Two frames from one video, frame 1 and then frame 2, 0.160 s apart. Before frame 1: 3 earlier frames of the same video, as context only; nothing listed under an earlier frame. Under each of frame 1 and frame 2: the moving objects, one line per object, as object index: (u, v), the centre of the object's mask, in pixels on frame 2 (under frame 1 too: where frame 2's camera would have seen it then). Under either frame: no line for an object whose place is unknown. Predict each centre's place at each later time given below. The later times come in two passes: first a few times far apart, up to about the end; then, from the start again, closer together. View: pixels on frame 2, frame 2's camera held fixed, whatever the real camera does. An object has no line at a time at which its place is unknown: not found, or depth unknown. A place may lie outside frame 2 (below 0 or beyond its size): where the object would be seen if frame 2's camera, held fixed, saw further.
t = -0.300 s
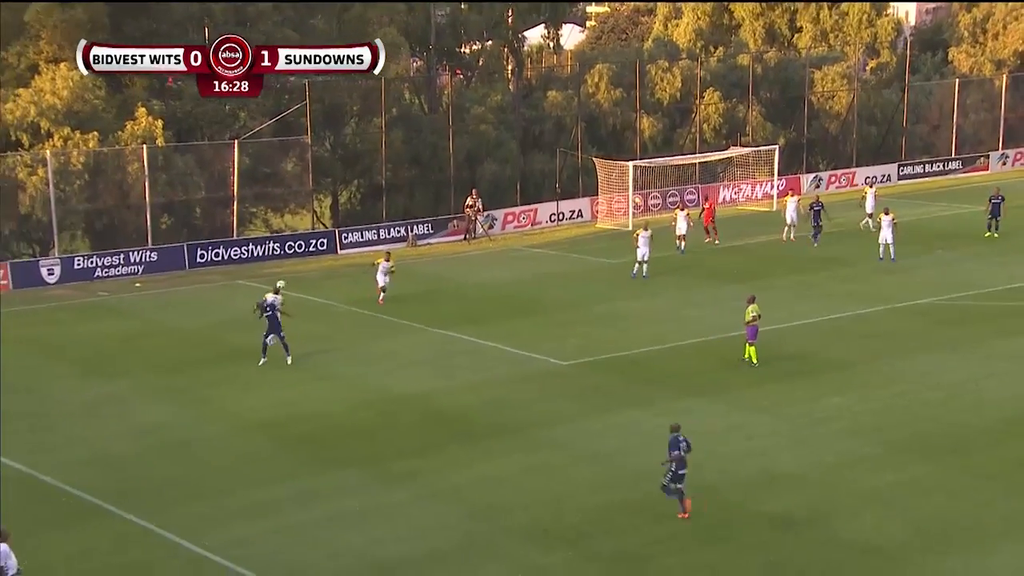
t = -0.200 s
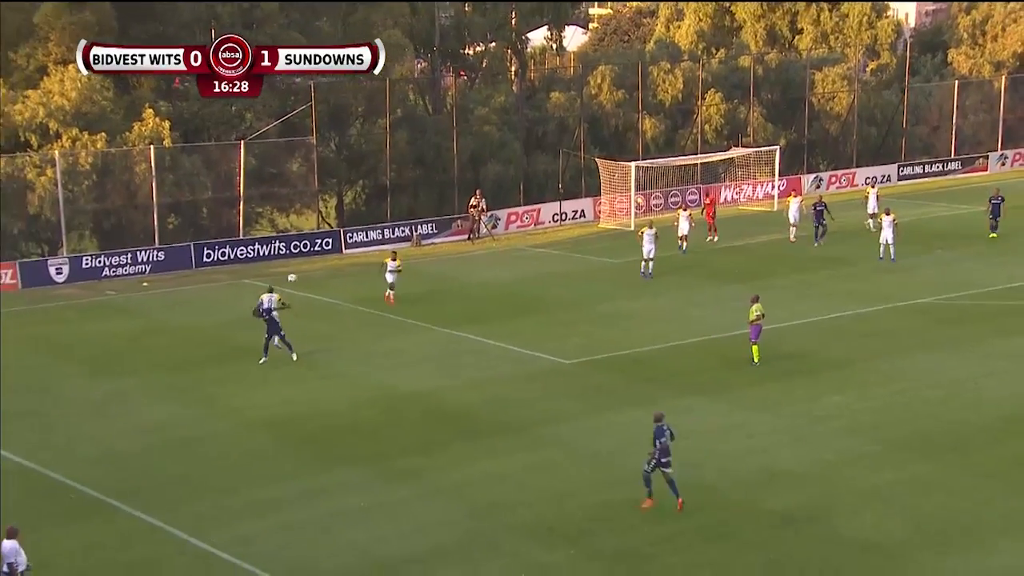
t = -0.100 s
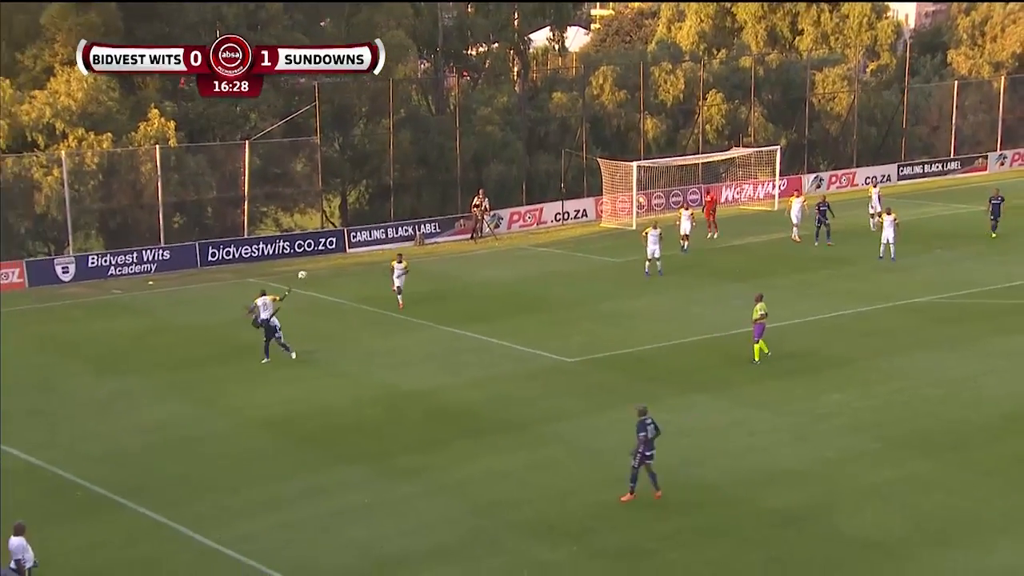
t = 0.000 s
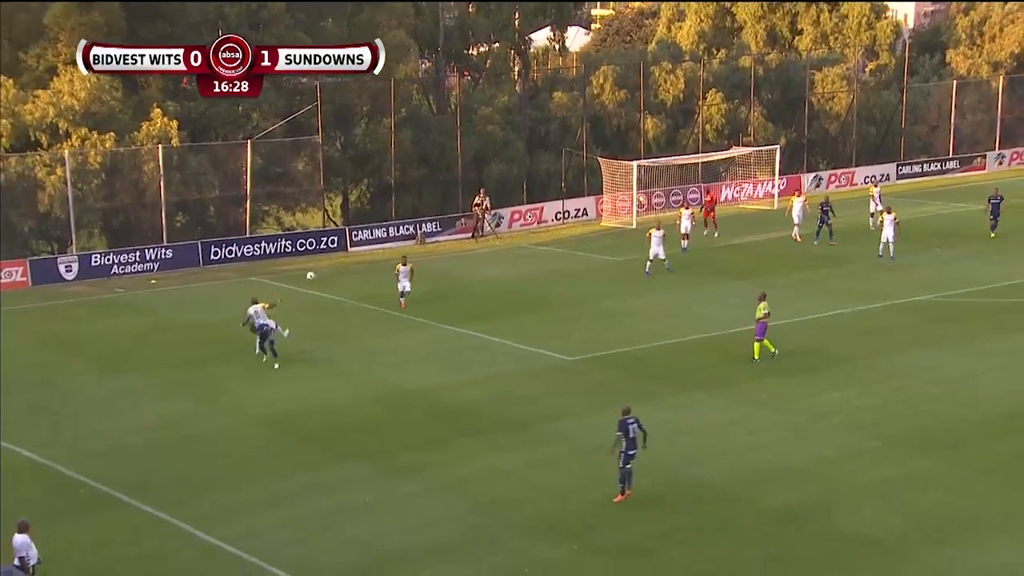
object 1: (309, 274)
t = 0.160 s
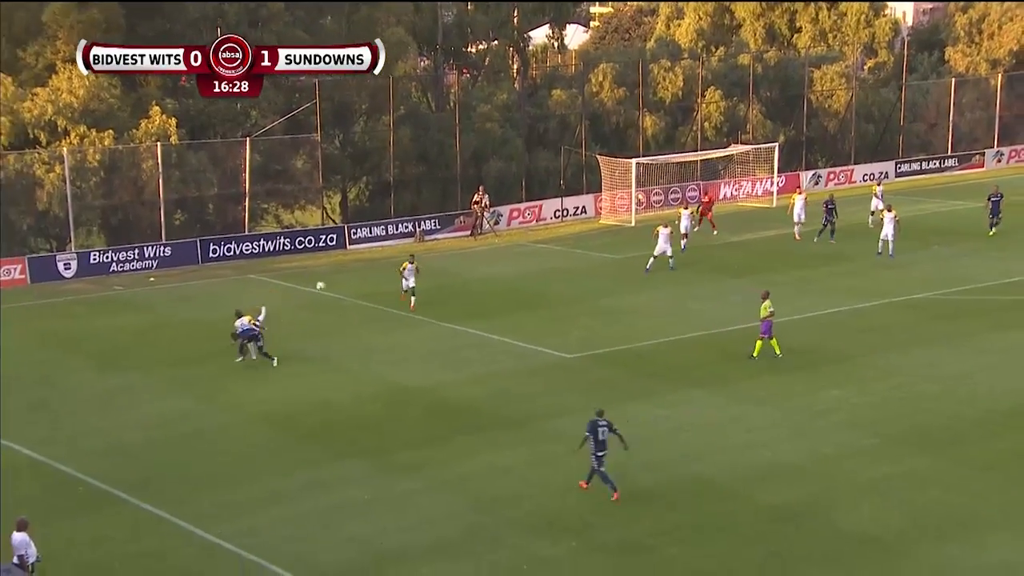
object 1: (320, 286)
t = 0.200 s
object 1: (323, 290)
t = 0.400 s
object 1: (339, 325)
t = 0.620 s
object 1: (356, 388)
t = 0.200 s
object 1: (323, 290)
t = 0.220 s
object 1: (325, 293)
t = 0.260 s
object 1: (328, 299)
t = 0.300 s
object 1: (331, 305)
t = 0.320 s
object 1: (332, 309)
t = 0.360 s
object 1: (335, 317)
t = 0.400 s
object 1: (339, 325)
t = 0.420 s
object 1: (340, 330)
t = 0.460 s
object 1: (343, 341)
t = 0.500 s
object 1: (347, 350)
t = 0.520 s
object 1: (348, 357)
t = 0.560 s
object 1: (351, 369)
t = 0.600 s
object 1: (354, 381)
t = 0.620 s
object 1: (356, 388)
